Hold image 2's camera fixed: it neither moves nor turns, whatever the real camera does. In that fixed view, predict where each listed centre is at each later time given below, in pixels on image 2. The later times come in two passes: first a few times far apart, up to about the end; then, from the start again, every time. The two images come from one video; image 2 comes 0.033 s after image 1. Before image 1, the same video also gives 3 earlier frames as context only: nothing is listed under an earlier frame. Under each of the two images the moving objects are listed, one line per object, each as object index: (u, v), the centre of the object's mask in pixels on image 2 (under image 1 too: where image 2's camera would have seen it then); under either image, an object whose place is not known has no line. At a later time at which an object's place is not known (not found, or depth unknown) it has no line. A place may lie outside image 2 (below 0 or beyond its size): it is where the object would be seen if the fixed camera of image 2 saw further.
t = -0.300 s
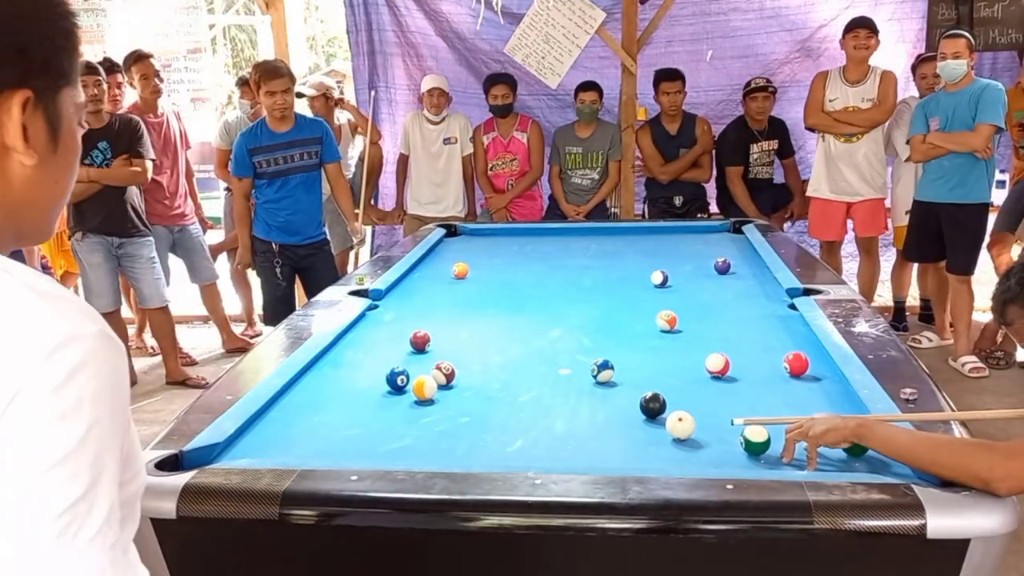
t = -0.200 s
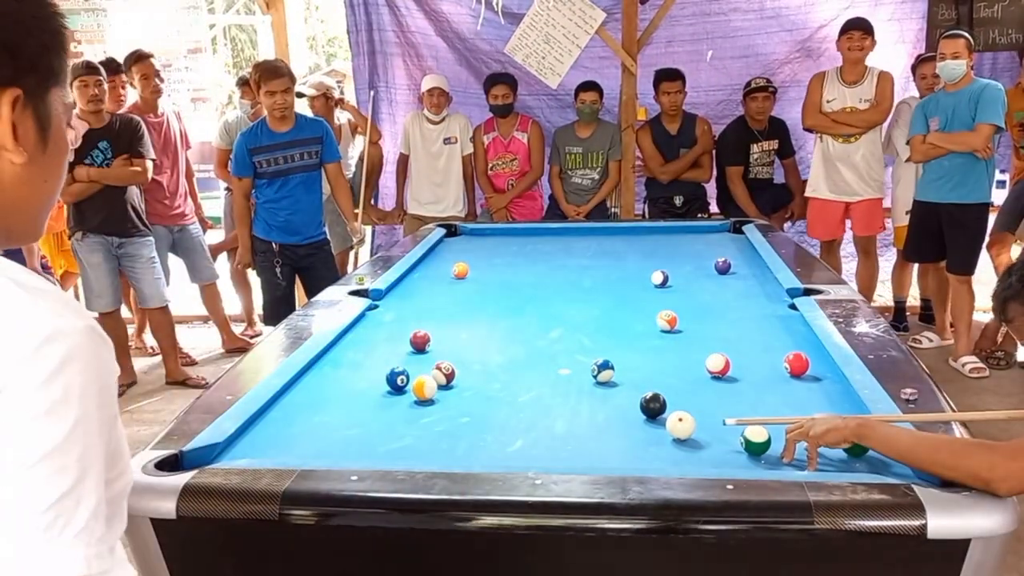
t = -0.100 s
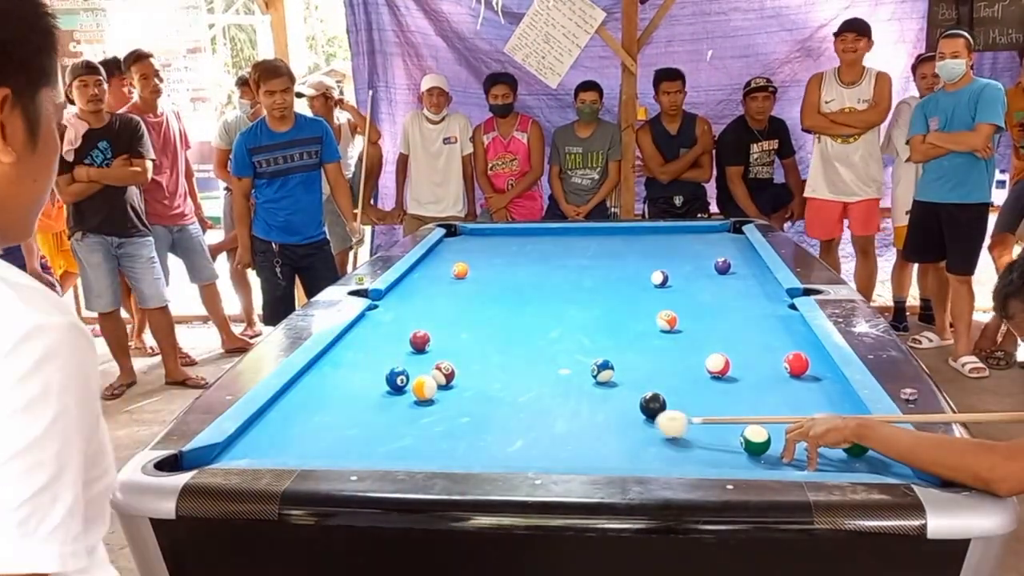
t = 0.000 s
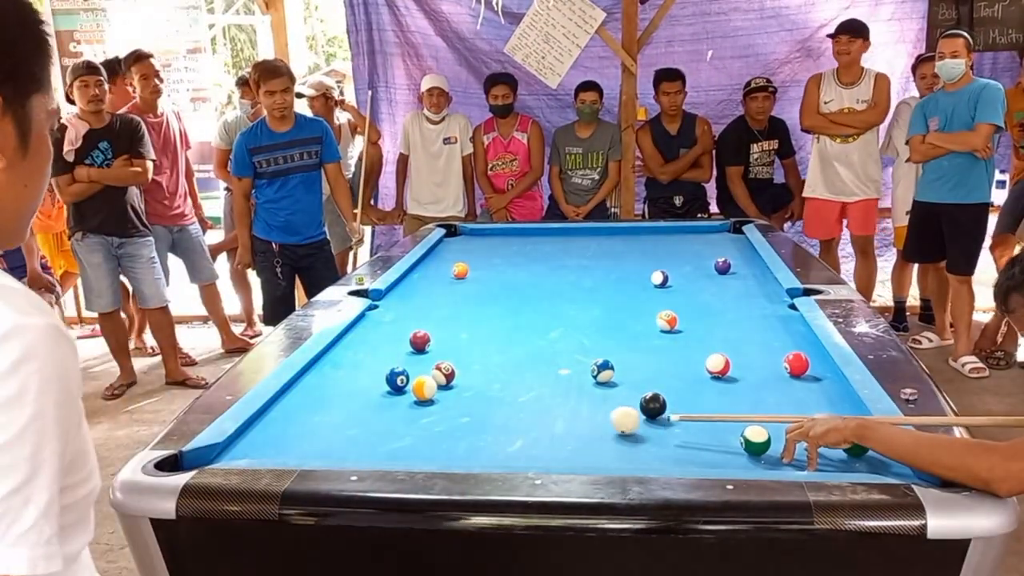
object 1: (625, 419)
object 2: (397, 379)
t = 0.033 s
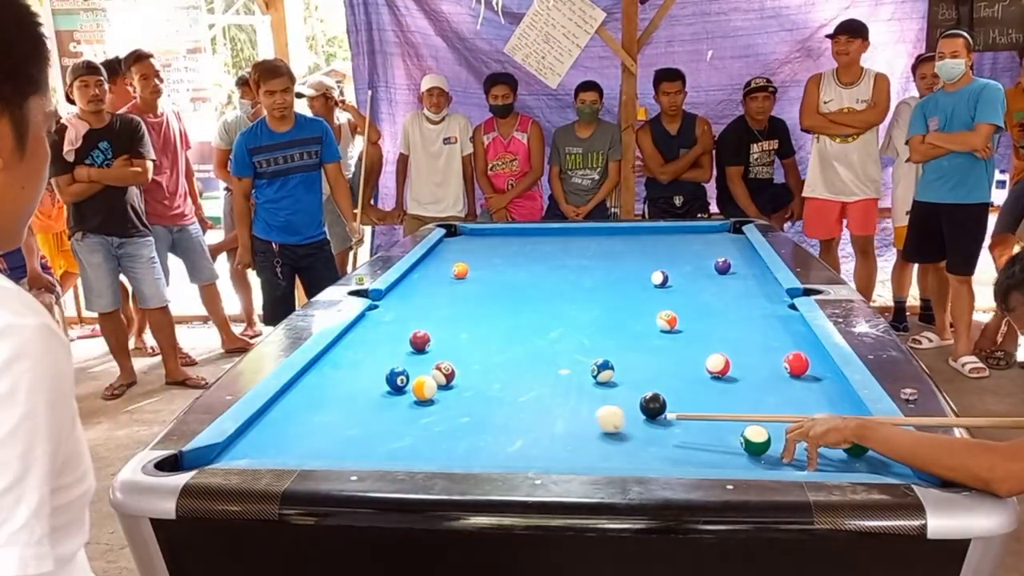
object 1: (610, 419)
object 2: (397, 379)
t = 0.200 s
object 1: (539, 412)
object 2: (397, 379)
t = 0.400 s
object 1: (460, 405)
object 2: (397, 379)
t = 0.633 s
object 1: (375, 398)
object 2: (397, 379)
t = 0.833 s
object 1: (307, 393)
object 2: (397, 379)
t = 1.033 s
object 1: (324, 389)
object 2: (397, 379)
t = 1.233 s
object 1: (366, 387)
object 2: (397, 379)
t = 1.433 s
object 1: (397, 387)
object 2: (406, 372)
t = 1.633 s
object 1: (402, 390)
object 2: (415, 372)
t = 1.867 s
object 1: (406, 393)
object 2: (423, 369)
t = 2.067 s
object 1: (408, 394)
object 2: (429, 364)
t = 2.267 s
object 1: (410, 395)
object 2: (435, 360)
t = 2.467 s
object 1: (412, 397)
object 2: (443, 358)
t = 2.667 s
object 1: (412, 397)
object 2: (448, 358)
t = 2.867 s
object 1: (412, 398)
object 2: (452, 358)
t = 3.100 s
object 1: (412, 398)
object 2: (454, 358)
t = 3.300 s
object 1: (412, 398)
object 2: (454, 358)
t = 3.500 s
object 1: (412, 398)
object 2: (454, 358)
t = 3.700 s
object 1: (412, 398)
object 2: (454, 358)
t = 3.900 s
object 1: (412, 398)
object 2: (454, 358)
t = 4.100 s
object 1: (412, 398)
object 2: (454, 358)
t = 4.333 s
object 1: (412, 398)
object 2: (454, 358)
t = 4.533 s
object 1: (412, 398)
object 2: (454, 358)
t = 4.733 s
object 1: (412, 398)
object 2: (454, 358)
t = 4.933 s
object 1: (412, 398)
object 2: (454, 358)
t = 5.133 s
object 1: (412, 398)
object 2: (454, 358)
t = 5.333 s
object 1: (412, 398)
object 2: (454, 358)
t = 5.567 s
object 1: (412, 398)
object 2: (454, 358)
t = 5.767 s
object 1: (412, 398)
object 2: (454, 358)
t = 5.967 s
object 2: (454, 358)
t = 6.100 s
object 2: (454, 358)
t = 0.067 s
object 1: (595, 417)
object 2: (397, 379)
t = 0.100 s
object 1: (581, 416)
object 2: (397, 379)
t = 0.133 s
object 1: (567, 414)
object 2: (397, 379)
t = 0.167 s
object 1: (553, 413)
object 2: (397, 379)
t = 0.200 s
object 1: (539, 412)
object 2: (397, 379)
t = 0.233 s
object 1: (525, 411)
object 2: (397, 379)
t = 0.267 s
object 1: (512, 410)
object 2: (397, 379)
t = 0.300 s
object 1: (499, 409)
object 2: (397, 379)
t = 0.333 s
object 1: (486, 408)
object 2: (397, 379)
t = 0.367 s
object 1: (473, 406)
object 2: (397, 379)
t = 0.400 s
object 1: (460, 405)
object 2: (397, 379)
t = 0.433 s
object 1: (448, 404)
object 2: (397, 379)
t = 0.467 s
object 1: (435, 403)
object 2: (397, 379)
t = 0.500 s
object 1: (422, 402)
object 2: (397, 379)
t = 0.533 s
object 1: (410, 401)
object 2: (397, 379)
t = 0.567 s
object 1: (398, 400)
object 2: (397, 378)
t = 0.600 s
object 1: (386, 399)
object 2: (398, 378)
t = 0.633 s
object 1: (375, 398)
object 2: (397, 379)
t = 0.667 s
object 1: (363, 397)
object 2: (397, 379)
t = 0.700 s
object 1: (352, 396)
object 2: (397, 379)
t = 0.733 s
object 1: (340, 395)
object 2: (397, 379)
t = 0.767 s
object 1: (329, 394)
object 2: (397, 379)
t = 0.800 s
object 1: (318, 393)
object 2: (397, 379)
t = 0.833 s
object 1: (307, 393)
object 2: (397, 379)
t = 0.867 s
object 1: (295, 392)
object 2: (397, 379)
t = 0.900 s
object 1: (294, 391)
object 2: (397, 379)
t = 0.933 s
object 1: (302, 390)
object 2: (397, 379)
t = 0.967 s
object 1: (310, 390)
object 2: (397, 379)
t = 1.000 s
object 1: (317, 390)
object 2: (397, 379)
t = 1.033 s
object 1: (324, 389)
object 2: (397, 379)
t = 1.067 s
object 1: (331, 389)
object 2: (397, 379)
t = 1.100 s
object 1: (339, 388)
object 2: (397, 379)
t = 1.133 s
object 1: (345, 388)
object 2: (397, 379)
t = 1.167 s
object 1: (352, 387)
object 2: (397, 379)
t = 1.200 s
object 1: (359, 387)
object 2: (397, 379)
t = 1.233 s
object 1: (366, 387)
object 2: (397, 379)
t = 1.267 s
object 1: (373, 386)
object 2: (397, 379)
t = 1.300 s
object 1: (380, 386)
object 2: (399, 378)
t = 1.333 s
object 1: (384, 386)
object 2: (401, 377)
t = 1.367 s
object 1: (389, 387)
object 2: (403, 376)
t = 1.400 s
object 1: (393, 387)
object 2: (405, 374)
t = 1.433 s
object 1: (397, 387)
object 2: (406, 372)
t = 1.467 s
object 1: (400, 388)
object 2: (408, 372)
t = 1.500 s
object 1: (400, 389)
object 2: (409, 372)
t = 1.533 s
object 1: (401, 389)
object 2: (411, 372)
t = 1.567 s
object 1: (401, 389)
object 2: (412, 372)
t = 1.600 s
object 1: (402, 390)
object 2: (413, 372)
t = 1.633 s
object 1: (402, 390)
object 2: (415, 372)
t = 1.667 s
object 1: (403, 391)
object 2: (416, 371)
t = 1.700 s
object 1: (403, 391)
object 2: (417, 371)
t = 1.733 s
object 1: (404, 391)
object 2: (418, 371)
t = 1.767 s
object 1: (404, 391)
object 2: (420, 370)
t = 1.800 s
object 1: (405, 392)
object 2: (421, 370)
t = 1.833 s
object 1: (405, 393)
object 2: (422, 369)
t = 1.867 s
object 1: (406, 393)
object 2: (423, 369)
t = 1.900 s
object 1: (406, 393)
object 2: (424, 368)
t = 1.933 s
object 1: (407, 393)
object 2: (425, 368)
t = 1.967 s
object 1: (407, 394)
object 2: (426, 367)
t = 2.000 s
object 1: (408, 394)
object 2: (427, 366)
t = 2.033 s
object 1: (408, 394)
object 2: (427, 365)
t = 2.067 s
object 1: (408, 394)
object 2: (429, 364)
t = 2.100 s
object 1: (409, 395)
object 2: (430, 364)
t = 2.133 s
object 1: (409, 395)
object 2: (431, 363)
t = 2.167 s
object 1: (409, 395)
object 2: (432, 362)
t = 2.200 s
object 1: (409, 395)
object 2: (433, 362)
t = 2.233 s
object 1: (410, 396)
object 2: (434, 361)
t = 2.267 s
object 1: (410, 395)
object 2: (435, 360)
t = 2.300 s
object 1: (410, 396)
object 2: (436, 360)
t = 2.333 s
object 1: (411, 396)
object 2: (438, 359)
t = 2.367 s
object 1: (411, 396)
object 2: (439, 359)
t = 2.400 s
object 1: (411, 396)
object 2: (440, 358)
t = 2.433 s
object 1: (411, 397)
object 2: (441, 358)
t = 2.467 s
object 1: (412, 397)
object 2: (443, 358)
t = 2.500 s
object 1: (412, 397)
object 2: (444, 358)
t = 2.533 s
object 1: (412, 397)
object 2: (445, 357)
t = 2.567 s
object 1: (412, 397)
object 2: (445, 357)
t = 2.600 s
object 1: (412, 397)
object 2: (447, 358)
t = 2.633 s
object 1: (412, 397)
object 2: (448, 358)
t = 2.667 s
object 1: (412, 397)
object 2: (448, 358)
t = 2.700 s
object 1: (412, 398)
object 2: (449, 358)
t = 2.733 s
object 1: (412, 397)
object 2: (449, 358)
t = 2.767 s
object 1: (413, 397)
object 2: (450, 358)
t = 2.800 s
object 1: (413, 398)
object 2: (451, 358)
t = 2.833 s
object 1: (412, 398)
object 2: (451, 358)
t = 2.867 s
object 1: (412, 398)
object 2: (452, 358)
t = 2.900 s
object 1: (412, 398)
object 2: (452, 358)
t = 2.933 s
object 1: (412, 398)
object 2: (452, 358)
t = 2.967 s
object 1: (412, 398)
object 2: (453, 358)
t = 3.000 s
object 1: (412, 398)
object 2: (453, 358)
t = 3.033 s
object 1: (412, 398)
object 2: (453, 358)
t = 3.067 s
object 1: (412, 398)
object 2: (453, 358)
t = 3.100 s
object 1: (412, 398)
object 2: (454, 358)
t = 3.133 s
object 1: (412, 398)
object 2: (454, 358)
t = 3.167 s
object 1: (412, 398)
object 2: (454, 358)
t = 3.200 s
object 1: (412, 398)
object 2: (454, 358)
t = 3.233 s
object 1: (412, 398)
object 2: (454, 358)
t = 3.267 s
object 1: (412, 398)
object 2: (454, 358)
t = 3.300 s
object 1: (412, 398)
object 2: (454, 358)
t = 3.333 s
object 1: (412, 398)
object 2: (454, 358)
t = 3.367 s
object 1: (412, 398)
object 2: (454, 358)
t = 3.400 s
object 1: (412, 398)
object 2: (454, 358)
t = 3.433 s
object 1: (412, 398)
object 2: (454, 358)
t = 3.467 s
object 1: (412, 398)
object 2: (454, 358)
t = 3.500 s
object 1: (412, 398)
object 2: (454, 358)
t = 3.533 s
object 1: (412, 398)
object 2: (454, 358)
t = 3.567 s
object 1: (412, 398)
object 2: (454, 358)
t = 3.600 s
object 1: (412, 398)
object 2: (454, 358)
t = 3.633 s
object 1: (412, 398)
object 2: (454, 358)
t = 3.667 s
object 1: (412, 398)
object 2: (454, 358)
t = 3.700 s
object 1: (412, 398)
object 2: (454, 358)
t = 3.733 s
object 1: (412, 398)
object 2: (454, 358)
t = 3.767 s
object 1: (412, 398)
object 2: (454, 358)
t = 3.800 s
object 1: (412, 398)
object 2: (454, 358)
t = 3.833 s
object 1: (412, 398)
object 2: (454, 358)
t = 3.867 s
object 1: (412, 398)
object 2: (454, 358)
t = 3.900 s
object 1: (412, 398)
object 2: (454, 358)
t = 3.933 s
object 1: (412, 398)
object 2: (454, 358)
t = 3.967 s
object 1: (412, 398)
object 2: (454, 358)
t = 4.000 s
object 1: (412, 398)
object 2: (454, 358)
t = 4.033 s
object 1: (412, 398)
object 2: (454, 358)
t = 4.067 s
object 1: (412, 398)
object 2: (454, 358)
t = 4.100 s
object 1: (412, 398)
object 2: (454, 358)
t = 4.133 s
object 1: (412, 398)
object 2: (454, 358)
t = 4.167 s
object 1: (412, 398)
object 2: (454, 358)
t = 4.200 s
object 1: (412, 398)
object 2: (454, 358)
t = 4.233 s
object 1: (412, 398)
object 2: (454, 358)
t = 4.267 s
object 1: (412, 398)
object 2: (454, 358)
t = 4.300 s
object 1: (412, 398)
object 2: (454, 358)
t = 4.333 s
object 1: (412, 398)
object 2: (454, 358)
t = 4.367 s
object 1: (412, 398)
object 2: (454, 358)
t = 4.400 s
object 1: (412, 398)
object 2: (454, 358)
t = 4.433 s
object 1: (412, 398)
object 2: (454, 358)
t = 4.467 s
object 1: (412, 398)
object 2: (454, 358)
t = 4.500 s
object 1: (412, 398)
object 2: (454, 358)
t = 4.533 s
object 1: (412, 398)
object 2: (454, 358)
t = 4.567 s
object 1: (412, 398)
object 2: (454, 358)
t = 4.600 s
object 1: (412, 398)
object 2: (454, 358)
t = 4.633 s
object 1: (412, 398)
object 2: (454, 358)
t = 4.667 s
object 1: (412, 398)
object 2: (454, 358)
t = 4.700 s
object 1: (412, 398)
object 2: (454, 358)
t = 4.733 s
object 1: (412, 398)
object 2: (454, 358)
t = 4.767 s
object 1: (412, 398)
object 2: (454, 358)
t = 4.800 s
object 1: (412, 398)
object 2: (454, 358)
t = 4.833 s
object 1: (412, 398)
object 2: (454, 358)
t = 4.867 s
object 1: (412, 398)
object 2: (454, 358)
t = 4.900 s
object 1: (412, 398)
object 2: (454, 358)
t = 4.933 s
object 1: (412, 398)
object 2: (454, 358)
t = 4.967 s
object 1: (412, 398)
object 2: (454, 358)
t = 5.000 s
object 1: (412, 398)
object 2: (454, 358)
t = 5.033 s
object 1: (412, 398)
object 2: (454, 358)
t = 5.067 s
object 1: (412, 398)
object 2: (454, 358)
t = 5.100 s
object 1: (412, 398)
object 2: (454, 358)
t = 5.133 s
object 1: (412, 398)
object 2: (454, 358)
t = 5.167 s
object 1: (412, 398)
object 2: (454, 358)
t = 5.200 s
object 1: (412, 398)
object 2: (454, 358)
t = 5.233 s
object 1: (412, 398)
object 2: (454, 358)
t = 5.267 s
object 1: (412, 398)
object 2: (454, 358)
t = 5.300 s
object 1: (412, 398)
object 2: (454, 358)
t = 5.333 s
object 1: (412, 398)
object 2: (454, 358)
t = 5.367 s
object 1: (412, 398)
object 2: (454, 358)
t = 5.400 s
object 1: (412, 398)
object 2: (454, 358)
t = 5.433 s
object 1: (412, 398)
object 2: (454, 358)
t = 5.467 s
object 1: (412, 398)
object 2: (454, 358)
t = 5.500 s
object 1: (412, 398)
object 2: (454, 358)
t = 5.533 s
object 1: (412, 398)
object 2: (454, 358)
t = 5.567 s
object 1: (412, 398)
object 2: (454, 358)
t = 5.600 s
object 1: (412, 398)
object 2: (454, 358)
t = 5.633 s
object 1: (412, 398)
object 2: (454, 358)
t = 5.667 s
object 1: (412, 398)
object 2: (454, 358)
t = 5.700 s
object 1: (412, 398)
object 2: (454, 358)
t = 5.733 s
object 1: (412, 398)
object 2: (454, 358)
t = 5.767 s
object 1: (412, 398)
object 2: (454, 358)
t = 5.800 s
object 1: (412, 398)
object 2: (454, 358)
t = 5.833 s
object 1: (412, 398)
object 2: (454, 358)
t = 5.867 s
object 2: (454, 358)
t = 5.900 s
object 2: (454, 358)
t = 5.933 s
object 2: (454, 358)
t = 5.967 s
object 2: (454, 358)
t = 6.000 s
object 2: (454, 358)
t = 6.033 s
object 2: (454, 358)
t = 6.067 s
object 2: (454, 358)
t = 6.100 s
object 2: (454, 358)
